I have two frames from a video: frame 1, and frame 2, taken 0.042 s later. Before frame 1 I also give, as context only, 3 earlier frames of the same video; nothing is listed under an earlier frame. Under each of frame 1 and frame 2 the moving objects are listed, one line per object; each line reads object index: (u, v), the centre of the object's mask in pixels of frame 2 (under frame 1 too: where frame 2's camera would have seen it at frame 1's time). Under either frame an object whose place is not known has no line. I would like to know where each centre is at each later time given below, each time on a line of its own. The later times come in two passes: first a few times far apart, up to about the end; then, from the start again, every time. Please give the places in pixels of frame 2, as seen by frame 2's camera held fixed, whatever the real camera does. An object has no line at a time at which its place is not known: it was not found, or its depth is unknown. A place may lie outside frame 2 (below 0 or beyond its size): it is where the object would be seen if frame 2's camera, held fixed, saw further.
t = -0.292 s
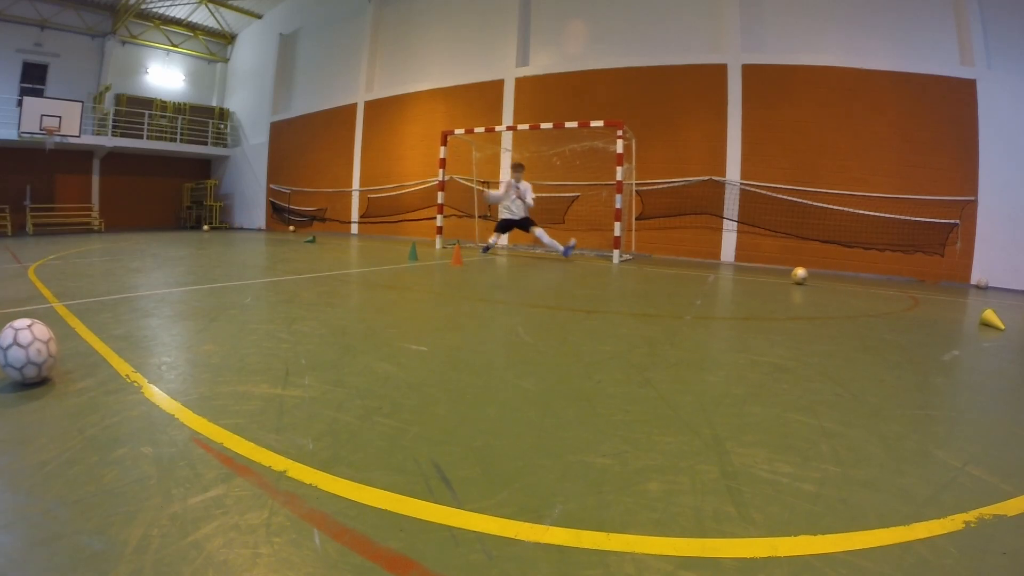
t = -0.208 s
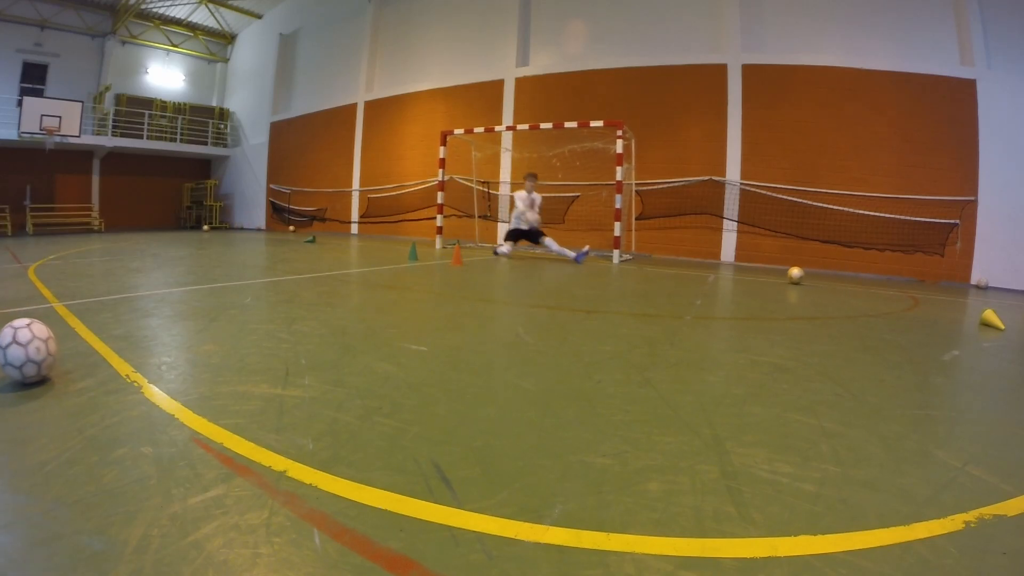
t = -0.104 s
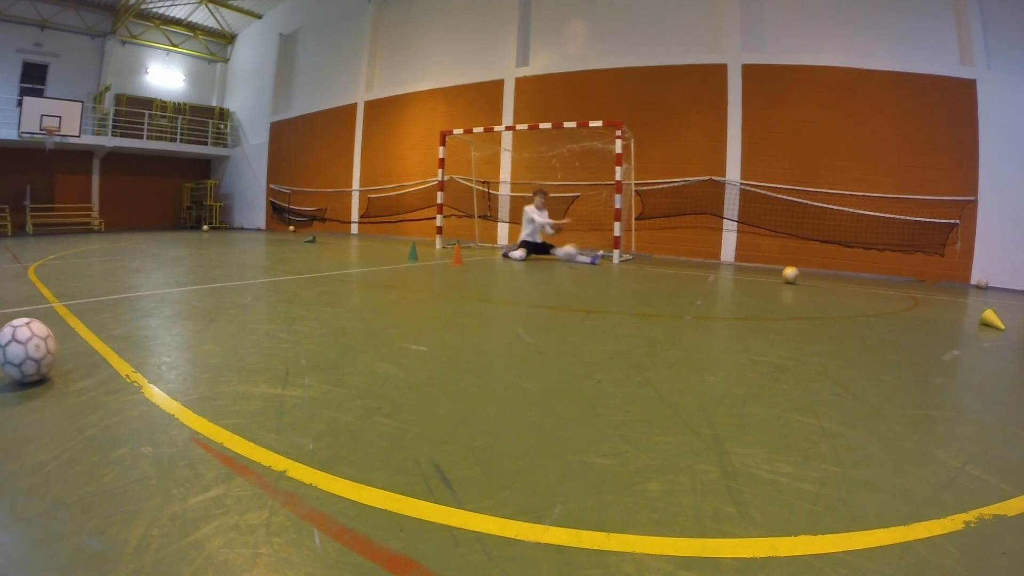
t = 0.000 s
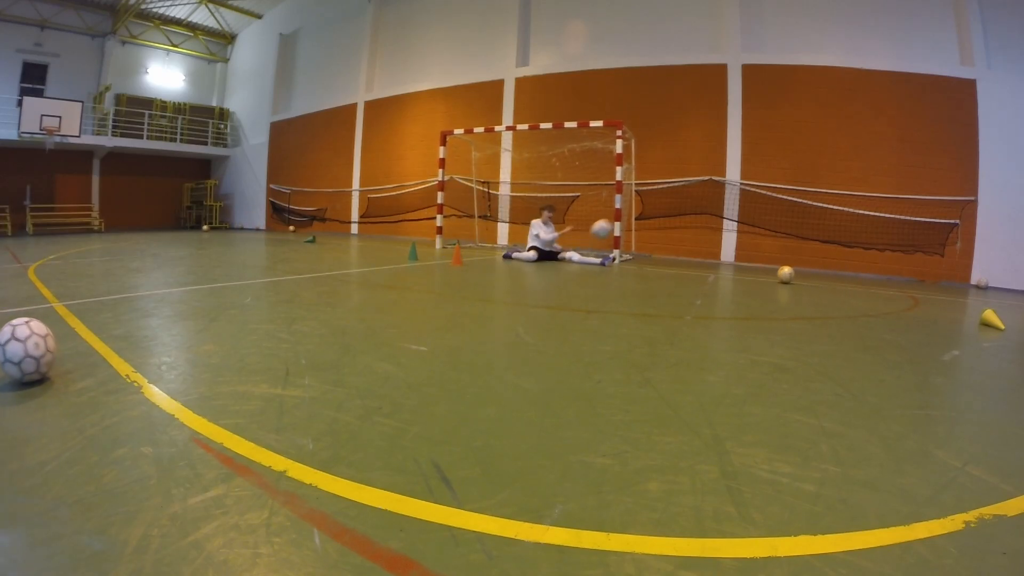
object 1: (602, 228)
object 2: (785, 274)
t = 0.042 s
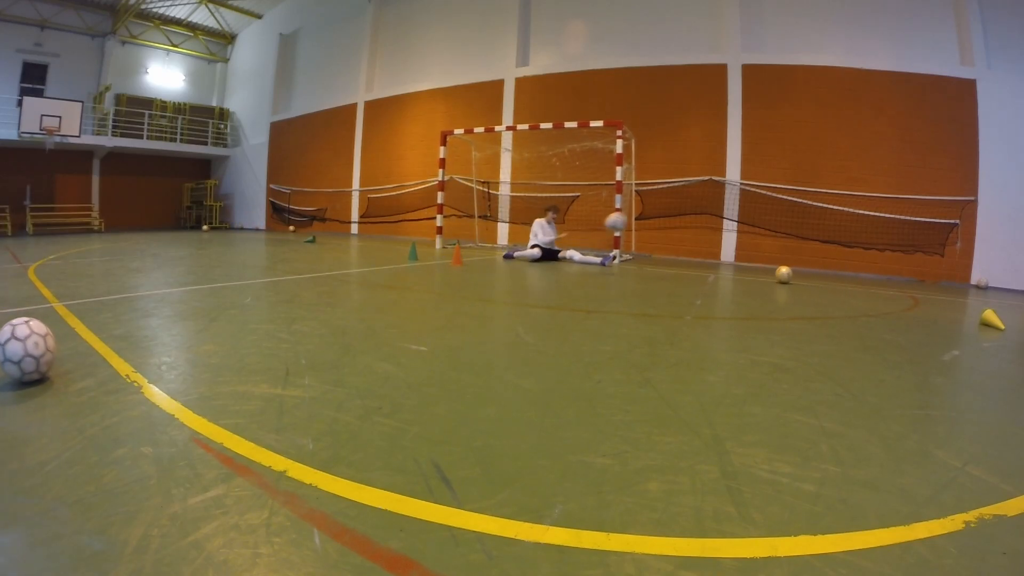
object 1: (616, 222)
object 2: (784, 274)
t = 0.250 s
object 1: (700, 205)
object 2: (774, 274)
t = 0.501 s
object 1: (832, 260)
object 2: (761, 273)
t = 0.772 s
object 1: (1011, 296)
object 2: (748, 272)
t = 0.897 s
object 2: (742, 272)
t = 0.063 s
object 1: (623, 218)
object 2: (783, 274)
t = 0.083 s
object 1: (631, 215)
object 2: (781, 274)
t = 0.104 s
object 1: (639, 212)
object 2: (780, 274)
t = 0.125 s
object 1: (647, 210)
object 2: (779, 274)
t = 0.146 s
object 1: (655, 209)
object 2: (779, 274)
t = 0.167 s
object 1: (664, 207)
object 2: (778, 274)
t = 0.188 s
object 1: (672, 206)
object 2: (777, 274)
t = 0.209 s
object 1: (681, 205)
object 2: (776, 274)
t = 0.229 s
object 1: (691, 205)
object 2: (775, 274)
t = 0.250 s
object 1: (700, 205)
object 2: (774, 274)
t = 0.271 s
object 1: (710, 206)
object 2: (773, 274)
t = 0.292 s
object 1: (718, 208)
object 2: (771, 274)
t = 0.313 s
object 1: (730, 211)
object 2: (771, 274)
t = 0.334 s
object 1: (740, 213)
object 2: (769, 274)
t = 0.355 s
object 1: (752, 217)
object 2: (768, 274)
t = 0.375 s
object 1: (762, 221)
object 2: (767, 274)
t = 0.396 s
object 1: (773, 225)
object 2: (766, 274)
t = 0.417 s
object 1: (785, 232)
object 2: (765, 274)
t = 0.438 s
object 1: (797, 238)
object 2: (764, 273)
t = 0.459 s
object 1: (808, 245)
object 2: (763, 273)
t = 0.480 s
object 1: (819, 252)
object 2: (762, 274)
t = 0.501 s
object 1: (832, 260)
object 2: (761, 273)
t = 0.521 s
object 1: (844, 270)
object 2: (760, 273)
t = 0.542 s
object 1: (857, 281)
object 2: (759, 273)
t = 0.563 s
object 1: (868, 294)
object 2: (758, 273)
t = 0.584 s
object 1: (880, 306)
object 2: (757, 273)
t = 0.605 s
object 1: (896, 304)
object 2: (756, 273)
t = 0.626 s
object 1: (912, 301)
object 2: (755, 273)
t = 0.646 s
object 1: (925, 297)
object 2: (754, 273)
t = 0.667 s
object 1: (941, 296)
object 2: (753, 273)
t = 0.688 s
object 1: (955, 294)
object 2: (752, 273)
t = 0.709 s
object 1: (970, 293)
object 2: (751, 273)
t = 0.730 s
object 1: (985, 293)
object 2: (750, 273)
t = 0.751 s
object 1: (1000, 294)
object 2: (749, 272)
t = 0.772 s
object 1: (1011, 296)
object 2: (748, 272)
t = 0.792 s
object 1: (1019, 297)
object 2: (747, 272)
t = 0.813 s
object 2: (746, 272)
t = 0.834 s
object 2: (745, 272)
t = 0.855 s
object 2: (744, 272)
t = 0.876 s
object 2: (743, 272)
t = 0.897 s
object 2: (742, 272)
